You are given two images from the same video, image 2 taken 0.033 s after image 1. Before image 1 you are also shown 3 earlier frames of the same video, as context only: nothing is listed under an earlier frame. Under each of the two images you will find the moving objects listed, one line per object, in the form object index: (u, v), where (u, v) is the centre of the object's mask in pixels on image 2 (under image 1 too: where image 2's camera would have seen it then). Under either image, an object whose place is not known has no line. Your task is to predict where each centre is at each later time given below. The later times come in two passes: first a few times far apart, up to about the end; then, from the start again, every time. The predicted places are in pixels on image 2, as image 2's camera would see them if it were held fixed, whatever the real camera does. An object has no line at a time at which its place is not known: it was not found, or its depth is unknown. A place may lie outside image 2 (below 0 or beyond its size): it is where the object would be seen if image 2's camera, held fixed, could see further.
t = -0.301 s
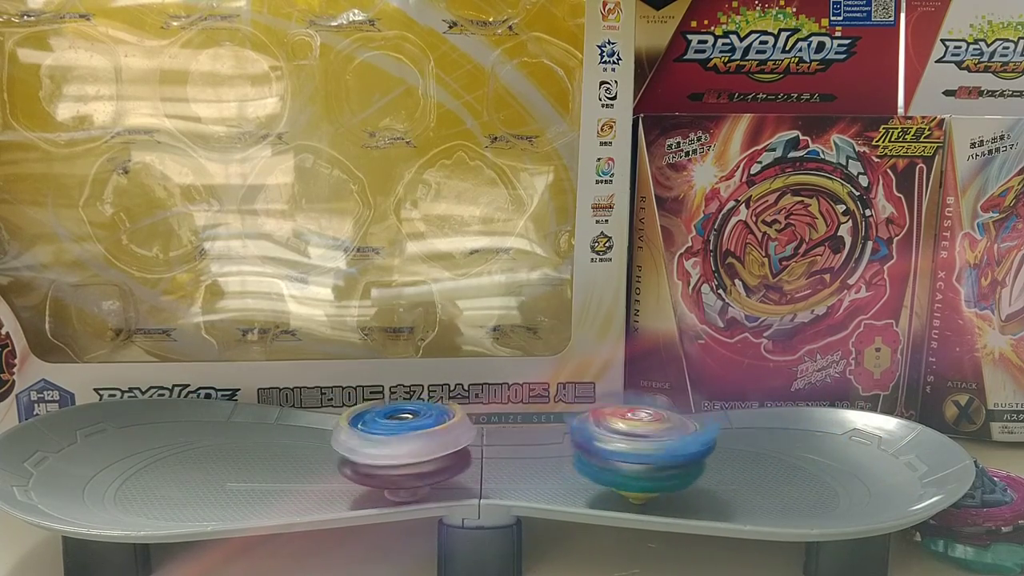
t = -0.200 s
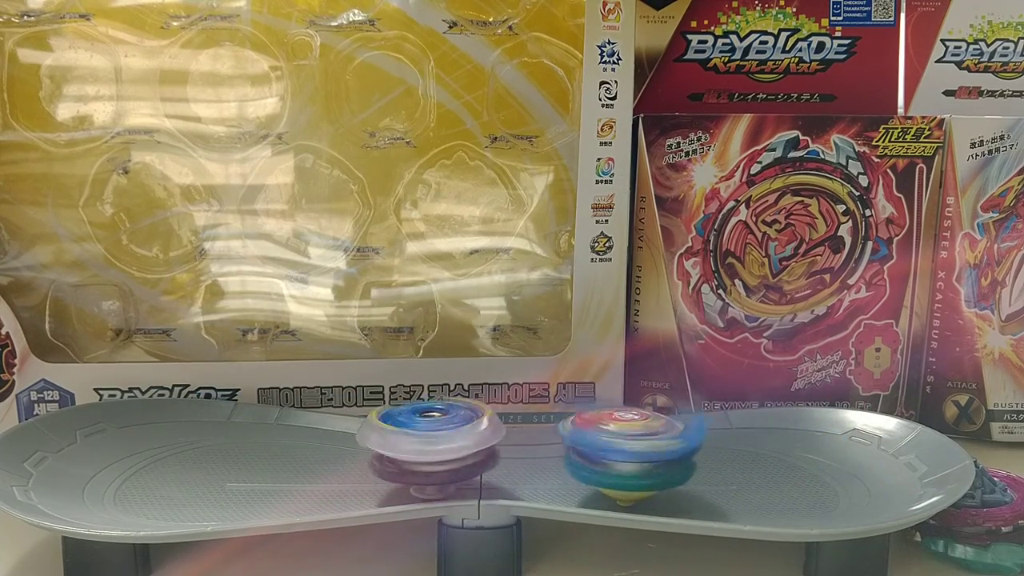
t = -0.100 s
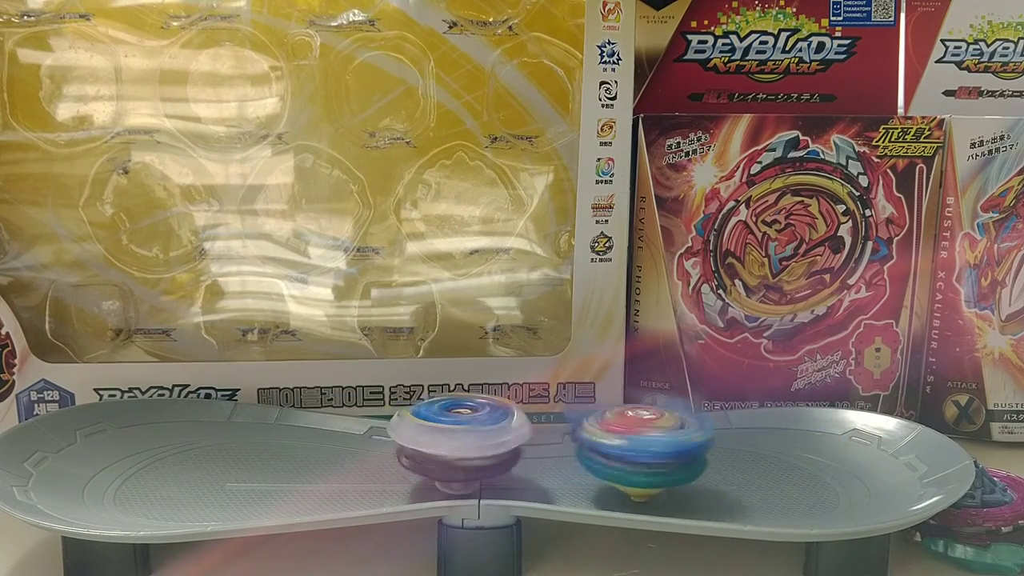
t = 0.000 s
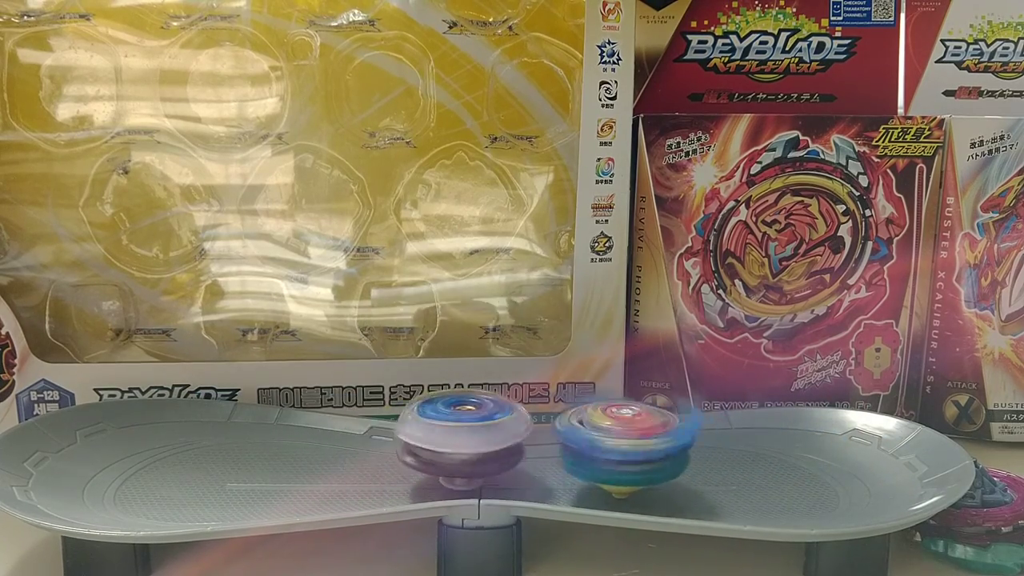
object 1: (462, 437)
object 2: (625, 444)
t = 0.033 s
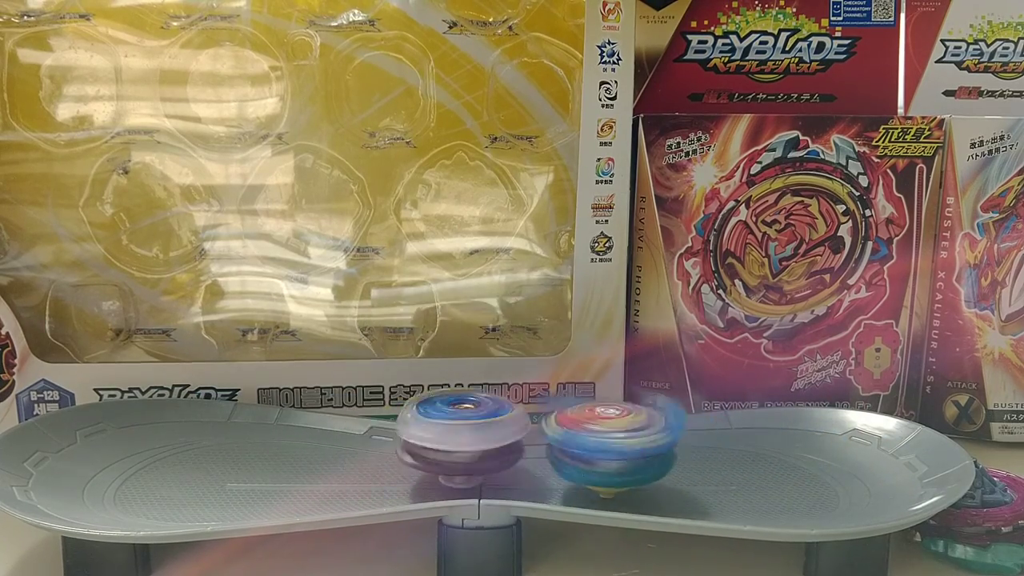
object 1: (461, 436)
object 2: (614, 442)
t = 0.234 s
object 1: (343, 423)
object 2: (713, 456)
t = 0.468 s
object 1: (223, 431)
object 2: (859, 421)
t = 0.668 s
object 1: (138, 442)
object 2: (691, 410)
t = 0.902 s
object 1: (117, 461)
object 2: (602, 450)
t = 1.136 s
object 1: (200, 446)
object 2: (643, 449)
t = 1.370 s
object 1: (211, 435)
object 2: (695, 451)
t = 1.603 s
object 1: (226, 433)
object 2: (669, 452)
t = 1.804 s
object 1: (249, 438)
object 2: (690, 452)
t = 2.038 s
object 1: (251, 455)
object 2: (649, 445)
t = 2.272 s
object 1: (340, 454)
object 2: (669, 450)
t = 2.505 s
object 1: (360, 438)
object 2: (653, 449)
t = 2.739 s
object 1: (368, 435)
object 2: (662, 448)
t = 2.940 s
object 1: (352, 437)
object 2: (659, 447)
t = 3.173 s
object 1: (327, 449)
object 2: (652, 450)
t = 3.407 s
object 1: (366, 451)
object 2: (656, 449)
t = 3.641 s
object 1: (338, 440)
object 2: (669, 451)
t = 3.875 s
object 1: (275, 448)
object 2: (661, 451)
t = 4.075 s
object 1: (251, 458)
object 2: (669, 448)
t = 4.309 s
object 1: (275, 451)
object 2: (687, 448)
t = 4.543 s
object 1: (228, 444)
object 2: (675, 449)
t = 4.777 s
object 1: (178, 453)
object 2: (692, 452)
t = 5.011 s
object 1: (175, 460)
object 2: (686, 449)
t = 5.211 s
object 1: (203, 457)
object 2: (690, 449)
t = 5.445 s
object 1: (198, 451)
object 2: (695, 450)
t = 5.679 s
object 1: (176, 455)
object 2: (673, 447)
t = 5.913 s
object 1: (187, 460)
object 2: (684, 453)
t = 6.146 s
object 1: (219, 456)
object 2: (680, 447)
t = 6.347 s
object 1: (221, 451)
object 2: (660, 446)
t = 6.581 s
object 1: (207, 452)
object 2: (666, 451)
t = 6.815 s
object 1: (213, 459)
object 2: (657, 450)
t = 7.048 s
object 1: (237, 453)
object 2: (670, 452)
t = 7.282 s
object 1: (216, 454)
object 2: (665, 445)
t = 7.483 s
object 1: (215, 457)
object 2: (663, 450)
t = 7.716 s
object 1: (240, 453)
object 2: (668, 453)
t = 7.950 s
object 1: (238, 453)
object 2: (676, 449)
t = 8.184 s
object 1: (250, 456)
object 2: (676, 445)
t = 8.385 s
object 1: (283, 451)
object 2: (675, 452)
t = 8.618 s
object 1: (291, 451)
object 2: (702, 447)
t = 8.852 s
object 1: (328, 449)
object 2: (693, 445)
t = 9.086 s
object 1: (337, 449)
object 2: (721, 454)
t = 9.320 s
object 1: (356, 449)
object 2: (751, 448)
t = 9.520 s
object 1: (360, 444)
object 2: (747, 442)
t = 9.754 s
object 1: (350, 450)
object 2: (745, 446)
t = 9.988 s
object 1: (334, 449)
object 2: (740, 451)
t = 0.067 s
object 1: (456, 433)
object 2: (605, 443)
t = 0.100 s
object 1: (433, 429)
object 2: (617, 449)
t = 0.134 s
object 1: (411, 427)
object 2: (637, 452)
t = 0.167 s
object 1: (388, 425)
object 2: (657, 455)
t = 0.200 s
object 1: (366, 423)
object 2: (684, 456)
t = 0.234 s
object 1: (343, 423)
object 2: (713, 456)
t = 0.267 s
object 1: (321, 424)
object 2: (743, 457)
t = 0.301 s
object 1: (302, 425)
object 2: (781, 458)
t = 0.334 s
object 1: (282, 426)
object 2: (811, 457)
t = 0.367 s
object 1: (267, 427)
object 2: (844, 451)
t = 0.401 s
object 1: (252, 428)
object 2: (858, 440)
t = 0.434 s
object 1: (238, 429)
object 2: (868, 431)
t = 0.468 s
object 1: (223, 431)
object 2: (859, 421)
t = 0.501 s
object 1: (210, 432)
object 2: (845, 415)
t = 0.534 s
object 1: (196, 434)
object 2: (820, 406)
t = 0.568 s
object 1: (182, 436)
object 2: (789, 403)
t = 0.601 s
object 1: (168, 438)
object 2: (753, 401)
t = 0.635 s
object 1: (153, 440)
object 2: (723, 406)
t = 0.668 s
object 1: (138, 442)
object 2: (691, 410)
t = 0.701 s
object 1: (124, 443)
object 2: (665, 419)
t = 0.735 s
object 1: (112, 445)
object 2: (643, 428)
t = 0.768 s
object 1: (103, 448)
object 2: (624, 436)
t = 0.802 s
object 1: (97, 452)
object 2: (610, 443)
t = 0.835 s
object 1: (98, 455)
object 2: (601, 451)
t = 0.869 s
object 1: (106, 458)
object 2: (594, 450)
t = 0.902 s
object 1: (117, 461)
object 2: (602, 450)
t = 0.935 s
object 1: (131, 461)
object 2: (605, 453)
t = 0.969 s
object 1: (147, 461)
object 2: (617, 451)
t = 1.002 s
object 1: (166, 461)
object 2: (626, 452)
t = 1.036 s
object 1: (182, 458)
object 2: (635, 448)
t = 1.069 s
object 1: (192, 453)
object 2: (645, 447)
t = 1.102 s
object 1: (197, 449)
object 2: (647, 447)
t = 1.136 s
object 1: (200, 446)
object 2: (643, 449)
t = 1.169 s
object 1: (200, 443)
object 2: (643, 451)
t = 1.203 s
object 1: (199, 442)
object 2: (642, 453)
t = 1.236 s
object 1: (201, 440)
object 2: (647, 454)
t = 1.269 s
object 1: (200, 439)
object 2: (659, 454)
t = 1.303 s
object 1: (203, 437)
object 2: (676, 454)
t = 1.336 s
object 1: (206, 436)
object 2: (687, 455)
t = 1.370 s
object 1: (211, 435)
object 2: (695, 451)
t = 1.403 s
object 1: (214, 434)
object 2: (701, 450)
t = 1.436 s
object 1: (216, 433)
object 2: (700, 451)
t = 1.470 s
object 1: (217, 433)
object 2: (692, 450)
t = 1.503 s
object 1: (218, 432)
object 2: (684, 450)
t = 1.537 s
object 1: (220, 433)
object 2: (677, 449)
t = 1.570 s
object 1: (223, 433)
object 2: (674, 450)
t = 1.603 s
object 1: (226, 433)
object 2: (669, 452)
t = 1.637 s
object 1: (227, 435)
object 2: (667, 452)
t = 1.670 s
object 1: (234, 436)
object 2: (668, 453)
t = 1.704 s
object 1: (239, 437)
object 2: (675, 451)
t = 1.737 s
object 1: (244, 436)
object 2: (682, 451)
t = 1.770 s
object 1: (246, 437)
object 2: (687, 451)
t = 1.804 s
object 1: (249, 438)
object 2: (690, 452)
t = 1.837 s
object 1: (250, 439)
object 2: (689, 451)
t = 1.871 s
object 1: (249, 441)
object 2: (684, 449)
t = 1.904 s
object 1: (249, 444)
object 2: (678, 445)
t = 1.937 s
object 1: (249, 446)
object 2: (669, 445)
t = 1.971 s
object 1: (249, 449)
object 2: (662, 444)
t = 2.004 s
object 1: (247, 452)
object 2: (656, 444)
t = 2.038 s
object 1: (251, 455)
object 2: (649, 445)
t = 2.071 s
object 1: (259, 457)
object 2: (646, 449)
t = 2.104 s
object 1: (269, 458)
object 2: (645, 451)
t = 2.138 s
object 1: (283, 458)
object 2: (649, 451)
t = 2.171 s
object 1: (295, 458)
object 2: (656, 452)
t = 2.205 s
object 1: (309, 456)
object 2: (663, 451)
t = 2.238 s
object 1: (324, 456)
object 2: (668, 451)
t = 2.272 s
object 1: (340, 454)
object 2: (669, 450)
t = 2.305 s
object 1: (353, 451)
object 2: (671, 450)
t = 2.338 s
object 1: (365, 449)
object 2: (669, 449)
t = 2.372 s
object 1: (369, 445)
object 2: (666, 449)
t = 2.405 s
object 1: (370, 441)
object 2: (662, 448)
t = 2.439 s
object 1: (365, 441)
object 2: (660, 449)
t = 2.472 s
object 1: (363, 439)
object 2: (656, 449)
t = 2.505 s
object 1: (360, 438)
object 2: (653, 449)
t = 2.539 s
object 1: (358, 438)
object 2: (649, 450)
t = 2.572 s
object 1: (356, 437)
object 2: (649, 450)
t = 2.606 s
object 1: (357, 436)
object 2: (650, 450)
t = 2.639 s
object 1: (358, 437)
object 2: (652, 451)
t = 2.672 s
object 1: (364, 437)
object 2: (654, 448)
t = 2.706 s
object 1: (368, 436)
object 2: (659, 449)
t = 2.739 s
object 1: (368, 435)
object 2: (662, 448)
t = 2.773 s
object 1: (367, 435)
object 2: (665, 449)
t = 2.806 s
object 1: (364, 433)
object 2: (665, 451)
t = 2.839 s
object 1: (361, 434)
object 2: (665, 450)
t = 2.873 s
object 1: (358, 434)
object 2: (663, 449)
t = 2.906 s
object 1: (354, 436)
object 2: (662, 450)
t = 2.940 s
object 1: (352, 437)
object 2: (659, 447)
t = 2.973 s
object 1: (351, 438)
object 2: (662, 450)
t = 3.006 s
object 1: (347, 440)
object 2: (661, 448)
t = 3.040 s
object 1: (343, 441)
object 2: (662, 451)
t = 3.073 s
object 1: (338, 442)
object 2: (660, 449)
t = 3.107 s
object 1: (335, 445)
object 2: (657, 449)
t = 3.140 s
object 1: (331, 447)
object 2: (655, 449)
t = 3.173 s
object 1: (327, 449)
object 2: (652, 450)
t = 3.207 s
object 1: (325, 452)
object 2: (656, 451)
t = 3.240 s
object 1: (327, 453)
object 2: (659, 451)
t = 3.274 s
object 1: (331, 455)
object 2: (659, 449)
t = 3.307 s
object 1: (337, 454)
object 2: (661, 446)
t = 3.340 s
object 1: (348, 454)
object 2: (660, 447)
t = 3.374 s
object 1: (356, 453)
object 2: (659, 448)
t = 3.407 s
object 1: (366, 451)
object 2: (656, 449)
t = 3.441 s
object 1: (371, 449)
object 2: (653, 450)
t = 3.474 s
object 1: (371, 447)
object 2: (653, 447)
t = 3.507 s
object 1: (366, 444)
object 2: (659, 452)
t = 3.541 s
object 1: (360, 443)
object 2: (661, 451)
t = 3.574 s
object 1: (355, 442)
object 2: (661, 449)
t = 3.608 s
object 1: (348, 441)
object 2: (666, 450)
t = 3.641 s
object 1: (338, 440)
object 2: (669, 451)
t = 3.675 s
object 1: (326, 439)
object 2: (668, 447)
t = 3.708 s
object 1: (314, 441)
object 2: (669, 447)
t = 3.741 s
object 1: (304, 441)
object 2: (668, 447)
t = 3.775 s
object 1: (297, 443)
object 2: (663, 447)
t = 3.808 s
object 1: (291, 444)
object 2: (661, 447)
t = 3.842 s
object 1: (281, 447)
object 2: (662, 450)
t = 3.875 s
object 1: (275, 448)
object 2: (661, 451)
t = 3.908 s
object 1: (267, 450)
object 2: (663, 451)
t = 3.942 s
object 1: (259, 452)
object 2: (669, 451)
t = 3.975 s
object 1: (253, 455)
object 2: (669, 448)
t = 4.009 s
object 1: (250, 457)
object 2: (671, 450)
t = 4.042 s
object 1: (252, 457)
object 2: (673, 451)
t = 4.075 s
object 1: (251, 458)
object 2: (669, 448)
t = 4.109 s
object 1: (255, 458)
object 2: (670, 451)
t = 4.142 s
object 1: (258, 457)
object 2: (669, 450)
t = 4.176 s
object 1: (262, 457)
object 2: (672, 452)
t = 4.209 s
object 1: (264, 456)
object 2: (679, 452)
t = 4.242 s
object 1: (268, 456)
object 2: (681, 450)
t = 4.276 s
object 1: (274, 453)
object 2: (689, 452)
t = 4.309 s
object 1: (275, 451)
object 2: (687, 448)
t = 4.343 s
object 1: (272, 448)
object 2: (689, 450)
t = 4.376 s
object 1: (265, 446)
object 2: (684, 446)
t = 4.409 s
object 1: (256, 444)
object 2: (682, 446)
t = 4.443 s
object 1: (247, 445)
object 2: (680, 448)
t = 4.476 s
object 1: (242, 444)
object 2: (676, 447)
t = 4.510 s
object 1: (236, 444)
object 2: (676, 449)
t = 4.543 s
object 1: (228, 444)
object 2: (675, 449)
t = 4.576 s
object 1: (219, 445)
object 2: (679, 452)
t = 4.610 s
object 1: (213, 446)
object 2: (679, 449)
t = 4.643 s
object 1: (206, 447)
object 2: (686, 452)
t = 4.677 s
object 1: (198, 448)
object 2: (685, 451)
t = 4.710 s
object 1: (190, 449)
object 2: (689, 449)
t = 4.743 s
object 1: (185, 451)
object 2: (689, 449)
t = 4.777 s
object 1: (178, 453)
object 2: (692, 452)
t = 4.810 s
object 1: (174, 454)
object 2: (687, 448)
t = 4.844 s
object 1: (169, 455)
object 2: (690, 449)
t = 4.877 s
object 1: (168, 457)
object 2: (688, 448)
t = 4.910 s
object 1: (165, 459)
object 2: (692, 450)
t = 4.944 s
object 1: (167, 460)
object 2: (689, 447)
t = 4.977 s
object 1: (169, 460)
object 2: (688, 447)
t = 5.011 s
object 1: (175, 460)
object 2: (686, 449)
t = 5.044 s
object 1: (178, 461)
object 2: (683, 449)
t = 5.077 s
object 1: (183, 460)
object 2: (685, 450)
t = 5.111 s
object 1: (190, 460)
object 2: (684, 450)
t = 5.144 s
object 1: (196, 458)
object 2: (689, 453)
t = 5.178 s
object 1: (199, 458)
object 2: (687, 451)
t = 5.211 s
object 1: (203, 457)
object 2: (690, 449)
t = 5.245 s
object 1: (201, 456)
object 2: (691, 451)
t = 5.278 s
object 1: (205, 454)
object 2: (690, 452)
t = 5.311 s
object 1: (204, 453)
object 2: (694, 452)
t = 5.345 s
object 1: (201, 452)
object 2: (689, 453)
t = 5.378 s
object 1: (199, 451)
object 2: (692, 450)
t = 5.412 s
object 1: (201, 450)
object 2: (698, 453)
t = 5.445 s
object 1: (198, 451)
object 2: (695, 450)
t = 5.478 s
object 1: (195, 449)
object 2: (693, 448)
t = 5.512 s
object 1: (192, 451)
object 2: (692, 448)
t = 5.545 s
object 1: (188, 450)
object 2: (688, 447)
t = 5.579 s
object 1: (182, 451)
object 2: (689, 449)
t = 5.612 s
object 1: (179, 452)
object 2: (682, 449)
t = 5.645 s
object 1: (179, 454)
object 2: (676, 446)
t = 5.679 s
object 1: (176, 455)
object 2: (673, 447)
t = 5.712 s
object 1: (179, 455)
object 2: (669, 447)
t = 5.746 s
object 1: (178, 456)
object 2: (667, 449)
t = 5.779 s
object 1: (178, 456)
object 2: (671, 452)
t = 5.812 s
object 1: (177, 458)
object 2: (670, 451)
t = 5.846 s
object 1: (179, 458)
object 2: (671, 450)
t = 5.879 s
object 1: (184, 460)
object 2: (680, 451)
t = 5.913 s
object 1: (187, 460)
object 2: (684, 453)
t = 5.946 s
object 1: (191, 460)
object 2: (681, 451)
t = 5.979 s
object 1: (193, 460)
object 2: (681, 448)
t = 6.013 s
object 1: (200, 459)
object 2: (684, 449)
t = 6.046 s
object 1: (204, 459)
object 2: (683, 451)
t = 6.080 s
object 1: (212, 457)
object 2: (681, 449)
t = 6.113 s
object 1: (217, 457)
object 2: (682, 448)
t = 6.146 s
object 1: (219, 456)
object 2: (680, 447)
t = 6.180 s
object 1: (221, 454)
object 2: (676, 447)
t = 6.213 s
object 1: (223, 452)
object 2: (671, 446)
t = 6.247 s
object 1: (224, 452)
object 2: (670, 447)
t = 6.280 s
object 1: (223, 451)
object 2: (671, 450)
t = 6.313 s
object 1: (221, 450)
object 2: (665, 448)
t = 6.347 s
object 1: (221, 451)
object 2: (660, 446)
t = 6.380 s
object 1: (218, 450)
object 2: (658, 446)
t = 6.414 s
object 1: (217, 450)
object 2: (658, 448)
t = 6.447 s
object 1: (217, 450)
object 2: (658, 449)
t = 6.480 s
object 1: (216, 450)
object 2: (658, 448)
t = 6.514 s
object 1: (213, 450)
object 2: (659, 448)
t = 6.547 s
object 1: (209, 451)
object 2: (662, 449)
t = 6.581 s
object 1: (207, 452)
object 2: (666, 451)
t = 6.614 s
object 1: (202, 455)
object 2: (665, 447)
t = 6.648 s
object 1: (201, 456)
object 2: (666, 447)
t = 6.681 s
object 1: (203, 457)
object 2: (665, 447)
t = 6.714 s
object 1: (206, 458)
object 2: (662, 447)
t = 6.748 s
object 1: (206, 458)
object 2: (660, 448)
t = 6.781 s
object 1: (208, 459)
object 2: (661, 450)
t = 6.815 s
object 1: (213, 459)
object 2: (657, 450)
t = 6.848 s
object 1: (219, 458)
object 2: (654, 448)
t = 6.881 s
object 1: (222, 459)
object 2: (655, 448)
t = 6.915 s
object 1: (226, 458)
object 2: (656, 449)
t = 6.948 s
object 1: (231, 457)
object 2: (658, 449)
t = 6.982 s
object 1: (234, 455)
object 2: (661, 449)
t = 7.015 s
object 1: (237, 454)
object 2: (667, 451)
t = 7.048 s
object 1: (237, 453)
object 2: (670, 452)
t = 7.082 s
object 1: (234, 452)
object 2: (672, 452)
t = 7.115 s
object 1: (231, 450)
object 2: (671, 450)
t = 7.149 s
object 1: (228, 451)
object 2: (671, 450)
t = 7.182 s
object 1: (222, 452)
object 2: (669, 448)
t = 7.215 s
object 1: (223, 452)
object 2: (666, 447)
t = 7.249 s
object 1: (218, 453)
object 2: (667, 446)
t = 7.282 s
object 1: (216, 454)
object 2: (665, 445)
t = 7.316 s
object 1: (217, 454)
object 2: (663, 445)
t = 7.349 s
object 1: (216, 455)
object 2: (663, 446)
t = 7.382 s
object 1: (214, 455)
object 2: (661, 445)
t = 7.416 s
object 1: (213, 456)
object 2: (664, 449)
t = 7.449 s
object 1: (213, 456)
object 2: (664, 449)
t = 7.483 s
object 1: (215, 457)
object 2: (663, 450)
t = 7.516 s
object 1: (219, 457)
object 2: (662, 448)
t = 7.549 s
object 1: (224, 457)
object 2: (662, 449)
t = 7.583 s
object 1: (229, 457)
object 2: (662, 448)
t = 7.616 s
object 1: (234, 455)
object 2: (661, 448)
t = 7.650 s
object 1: (236, 455)
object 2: (664, 449)
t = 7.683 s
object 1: (235, 455)
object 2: (667, 452)
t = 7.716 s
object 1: (240, 453)
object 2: (668, 453)
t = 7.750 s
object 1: (240, 452)
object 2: (671, 449)
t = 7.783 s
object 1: (237, 453)
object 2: (673, 451)
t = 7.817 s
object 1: (242, 452)
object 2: (672, 449)
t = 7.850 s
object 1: (239, 453)
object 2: (674, 450)
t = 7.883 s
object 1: (236, 453)
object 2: (675, 450)
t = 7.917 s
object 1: (239, 452)
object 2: (674, 448)
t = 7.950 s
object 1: (238, 453)
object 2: (676, 449)
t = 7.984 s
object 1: (236, 454)
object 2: (676, 450)
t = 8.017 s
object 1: (237, 453)
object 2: (678, 448)
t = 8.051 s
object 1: (234, 454)
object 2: (680, 446)
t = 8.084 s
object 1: (236, 455)
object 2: (681, 446)
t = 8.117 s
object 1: (240, 455)
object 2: (679, 446)
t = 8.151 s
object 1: (244, 456)
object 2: (678, 445)
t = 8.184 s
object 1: (250, 456)
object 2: (676, 445)
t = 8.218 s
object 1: (257, 456)
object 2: (673, 445)
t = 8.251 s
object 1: (266, 454)
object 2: (672, 446)
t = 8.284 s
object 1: (272, 454)
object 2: (670, 447)
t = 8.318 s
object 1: (276, 454)
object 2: (668, 448)
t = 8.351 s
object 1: (280, 451)
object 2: (670, 449)
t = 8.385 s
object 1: (283, 451)
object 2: (675, 452)
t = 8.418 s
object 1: (285, 450)
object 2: (681, 454)
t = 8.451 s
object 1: (286, 450)
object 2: (687, 452)
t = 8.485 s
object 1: (291, 449)
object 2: (691, 451)
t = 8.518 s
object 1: (290, 449)
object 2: (695, 450)
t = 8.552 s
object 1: (289, 450)
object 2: (699, 449)
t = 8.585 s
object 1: (291, 450)
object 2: (700, 448)
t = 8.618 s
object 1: (291, 451)
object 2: (702, 447)
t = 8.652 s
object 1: (294, 452)
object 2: (702, 446)
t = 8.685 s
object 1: (299, 453)
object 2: (701, 445)
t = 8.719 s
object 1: (306, 452)
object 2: (701, 445)
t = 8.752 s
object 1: (313, 452)
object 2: (700, 444)
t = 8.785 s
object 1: (319, 451)
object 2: (697, 443)
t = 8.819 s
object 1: (323, 450)
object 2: (695, 445)
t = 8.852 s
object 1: (328, 449)
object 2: (693, 445)
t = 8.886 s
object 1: (329, 449)
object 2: (692, 446)
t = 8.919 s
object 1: (330, 449)
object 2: (692, 448)
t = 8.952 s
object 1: (331, 448)
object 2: (692, 450)
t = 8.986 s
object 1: (333, 448)
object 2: (697, 452)
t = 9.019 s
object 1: (334, 449)
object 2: (704, 454)
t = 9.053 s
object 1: (335, 449)
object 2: (713, 456)
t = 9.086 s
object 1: (337, 449)
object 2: (721, 454)
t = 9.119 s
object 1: (338, 449)
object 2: (728, 454)
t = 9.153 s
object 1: (339, 450)
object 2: (735, 454)
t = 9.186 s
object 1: (343, 451)
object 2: (743, 454)
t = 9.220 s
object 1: (348, 450)
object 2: (749, 453)
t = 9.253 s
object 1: (351, 449)
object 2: (755, 452)
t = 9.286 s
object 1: (354, 449)
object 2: (752, 448)
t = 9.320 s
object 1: (356, 449)
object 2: (751, 448)
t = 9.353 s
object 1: (356, 448)
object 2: (752, 448)
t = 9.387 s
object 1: (360, 448)
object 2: (753, 446)
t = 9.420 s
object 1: (364, 447)
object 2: (754, 447)
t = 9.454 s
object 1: (365, 446)
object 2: (748, 442)
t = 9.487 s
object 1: (362, 445)
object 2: (746, 442)
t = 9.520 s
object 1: (360, 444)
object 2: (747, 442)
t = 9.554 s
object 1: (357, 446)
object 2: (746, 441)
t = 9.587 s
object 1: (351, 448)
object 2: (746, 442)
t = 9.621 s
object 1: (348, 449)
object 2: (742, 441)
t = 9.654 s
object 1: (349, 449)
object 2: (741, 441)
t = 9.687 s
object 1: (350, 449)
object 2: (741, 443)
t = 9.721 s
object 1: (352, 450)
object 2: (744, 445)
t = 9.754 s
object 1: (350, 450)
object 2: (745, 446)
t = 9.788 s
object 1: (349, 450)
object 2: (740, 445)
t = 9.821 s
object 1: (348, 450)
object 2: (739, 446)
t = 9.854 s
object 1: (349, 449)
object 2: (740, 447)
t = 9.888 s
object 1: (346, 449)
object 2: (739, 447)
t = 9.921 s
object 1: (343, 449)
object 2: (738, 448)
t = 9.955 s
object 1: (338, 450)
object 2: (737, 449)
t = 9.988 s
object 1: (334, 449)
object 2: (740, 451)
